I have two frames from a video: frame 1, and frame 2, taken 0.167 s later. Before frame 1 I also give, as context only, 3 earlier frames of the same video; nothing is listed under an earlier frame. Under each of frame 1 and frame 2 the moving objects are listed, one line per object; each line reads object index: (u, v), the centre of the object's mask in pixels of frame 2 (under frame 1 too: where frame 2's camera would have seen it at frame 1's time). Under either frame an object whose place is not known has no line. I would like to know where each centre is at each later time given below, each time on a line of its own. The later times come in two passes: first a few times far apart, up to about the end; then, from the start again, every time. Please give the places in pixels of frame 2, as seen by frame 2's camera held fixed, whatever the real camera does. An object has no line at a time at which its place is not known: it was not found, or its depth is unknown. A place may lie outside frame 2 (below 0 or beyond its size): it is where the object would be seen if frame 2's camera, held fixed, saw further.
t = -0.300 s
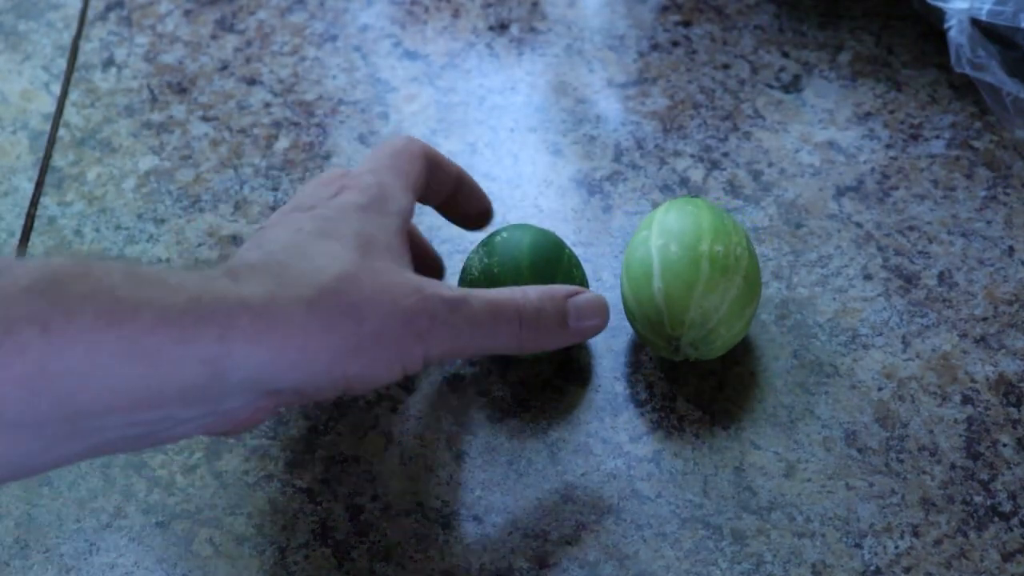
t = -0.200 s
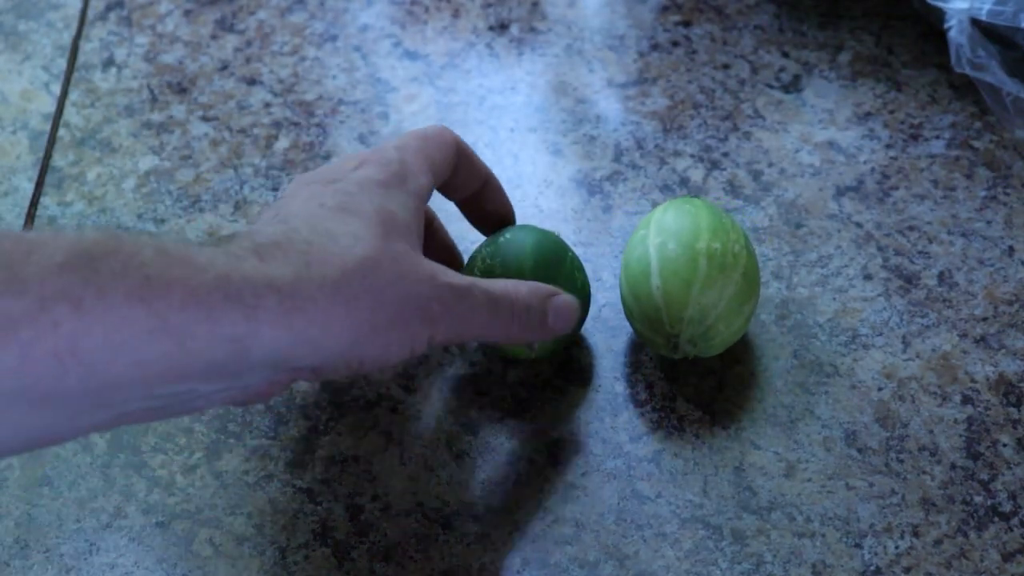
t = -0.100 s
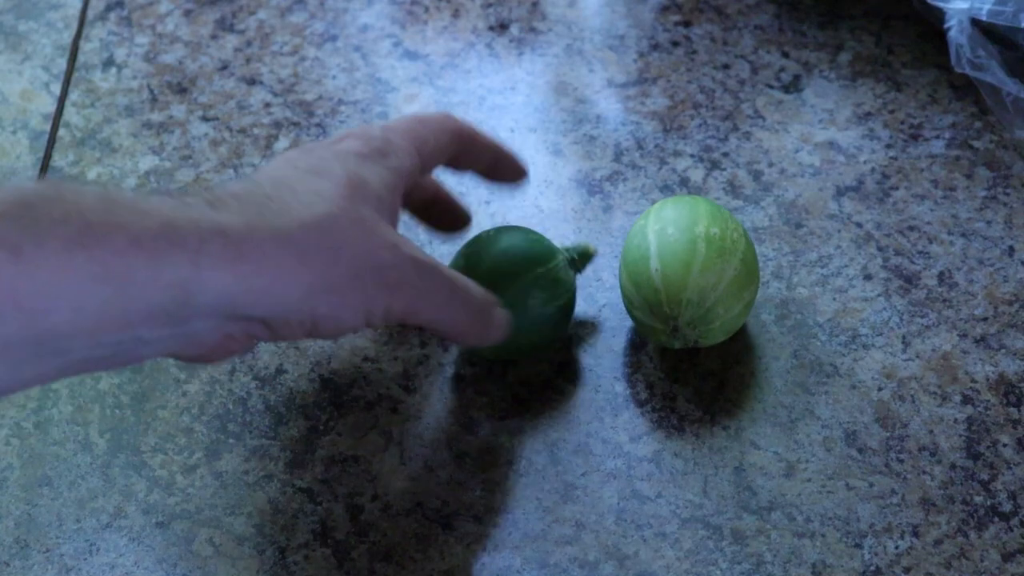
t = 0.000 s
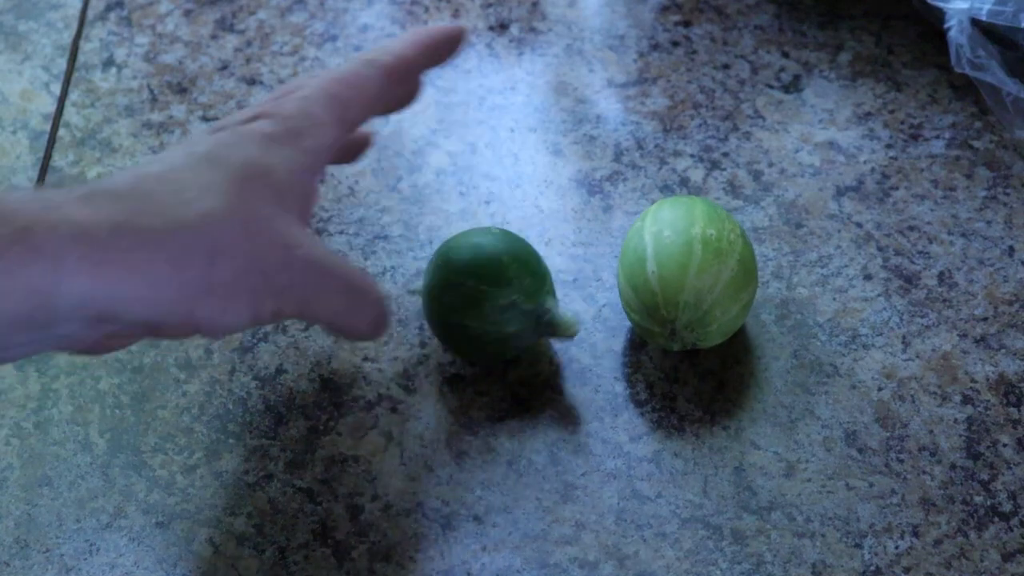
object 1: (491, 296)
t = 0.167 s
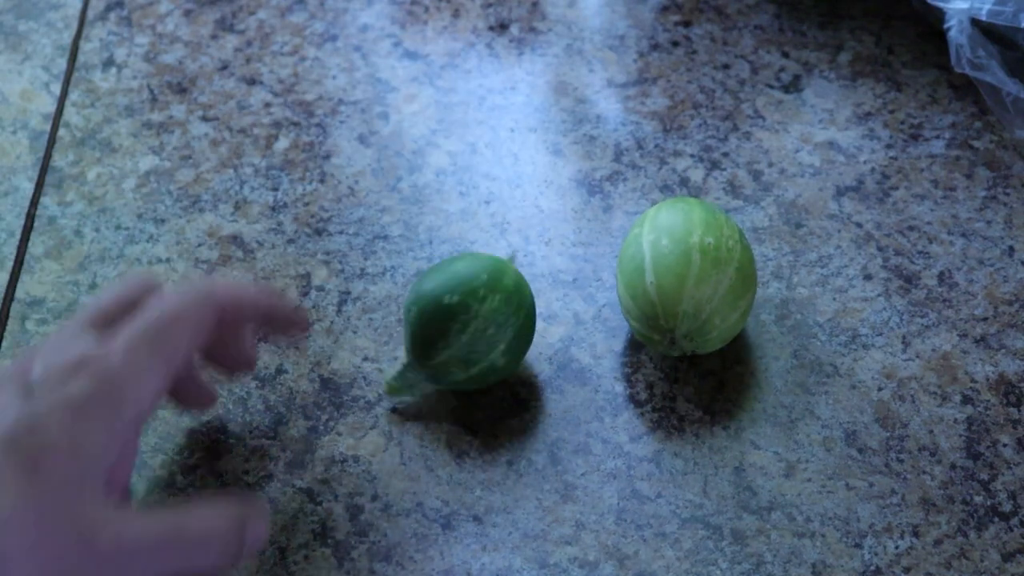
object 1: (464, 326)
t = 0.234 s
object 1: (465, 327)
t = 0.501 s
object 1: (480, 350)
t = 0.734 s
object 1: (499, 352)
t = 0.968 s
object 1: (500, 338)
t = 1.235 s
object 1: (502, 338)
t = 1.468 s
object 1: (498, 337)
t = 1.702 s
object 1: (498, 339)
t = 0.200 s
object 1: (463, 327)
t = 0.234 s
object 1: (465, 327)
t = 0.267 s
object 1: (470, 327)
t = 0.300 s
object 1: (473, 329)
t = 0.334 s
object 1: (475, 332)
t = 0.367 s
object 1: (475, 337)
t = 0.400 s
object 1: (474, 342)
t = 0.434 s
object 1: (474, 345)
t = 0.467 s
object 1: (476, 347)
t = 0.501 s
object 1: (480, 350)
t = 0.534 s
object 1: (484, 352)
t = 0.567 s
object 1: (490, 354)
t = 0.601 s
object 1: (496, 354)
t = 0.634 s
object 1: (502, 353)
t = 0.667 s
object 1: (505, 353)
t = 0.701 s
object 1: (502, 353)
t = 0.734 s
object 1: (499, 352)
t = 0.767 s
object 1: (498, 351)
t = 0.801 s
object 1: (499, 349)
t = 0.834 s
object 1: (503, 346)
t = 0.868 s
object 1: (505, 344)
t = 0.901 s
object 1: (506, 342)
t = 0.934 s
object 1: (504, 340)
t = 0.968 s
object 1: (500, 338)
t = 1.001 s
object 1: (495, 337)
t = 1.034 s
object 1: (492, 337)
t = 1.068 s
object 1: (490, 340)
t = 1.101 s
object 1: (490, 342)
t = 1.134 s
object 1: (493, 342)
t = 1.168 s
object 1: (497, 341)
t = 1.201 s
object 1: (500, 340)
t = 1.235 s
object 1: (502, 338)
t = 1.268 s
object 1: (503, 339)
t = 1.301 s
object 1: (502, 340)
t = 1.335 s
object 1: (500, 340)
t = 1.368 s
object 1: (498, 340)
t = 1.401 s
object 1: (497, 339)
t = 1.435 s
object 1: (498, 337)
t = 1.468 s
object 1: (498, 337)
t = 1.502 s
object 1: (498, 339)
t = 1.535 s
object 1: (498, 341)
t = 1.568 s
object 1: (499, 341)
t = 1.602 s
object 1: (500, 340)
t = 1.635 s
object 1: (500, 339)
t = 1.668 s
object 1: (500, 339)
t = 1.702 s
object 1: (498, 339)
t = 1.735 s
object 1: (497, 340)
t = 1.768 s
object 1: (499, 339)
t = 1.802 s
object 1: (500, 339)
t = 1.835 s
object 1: (499, 340)
